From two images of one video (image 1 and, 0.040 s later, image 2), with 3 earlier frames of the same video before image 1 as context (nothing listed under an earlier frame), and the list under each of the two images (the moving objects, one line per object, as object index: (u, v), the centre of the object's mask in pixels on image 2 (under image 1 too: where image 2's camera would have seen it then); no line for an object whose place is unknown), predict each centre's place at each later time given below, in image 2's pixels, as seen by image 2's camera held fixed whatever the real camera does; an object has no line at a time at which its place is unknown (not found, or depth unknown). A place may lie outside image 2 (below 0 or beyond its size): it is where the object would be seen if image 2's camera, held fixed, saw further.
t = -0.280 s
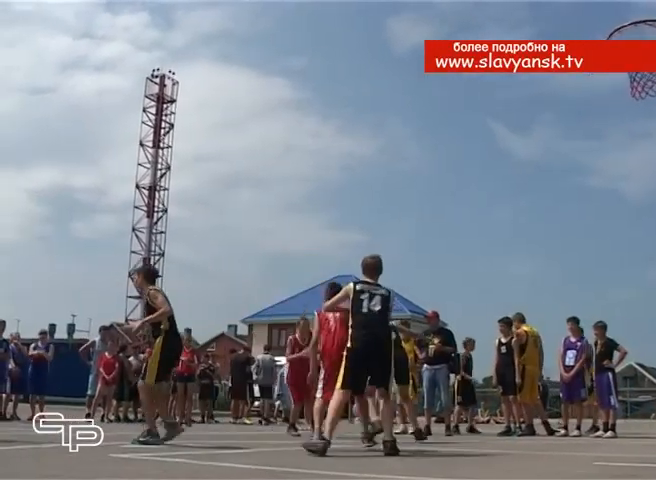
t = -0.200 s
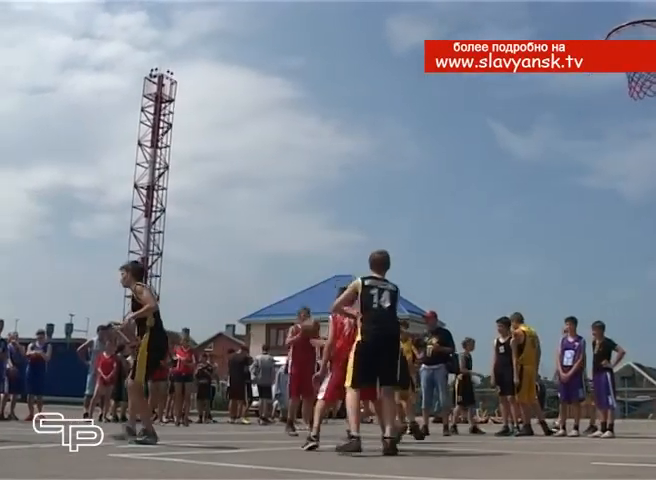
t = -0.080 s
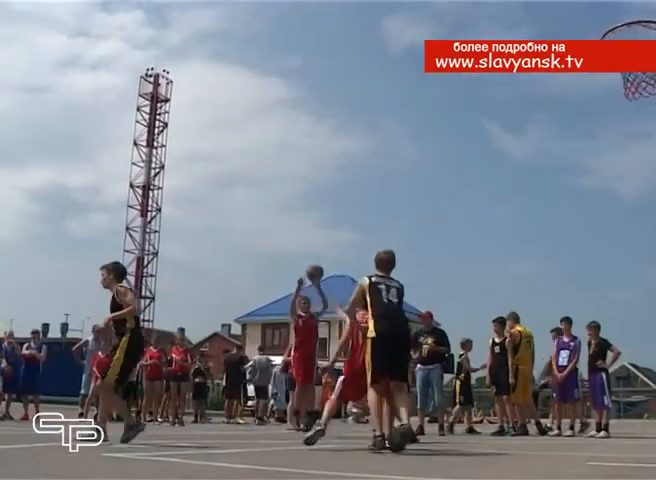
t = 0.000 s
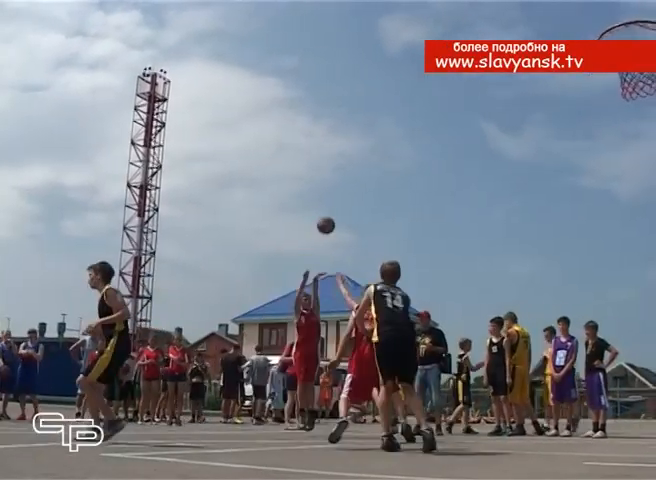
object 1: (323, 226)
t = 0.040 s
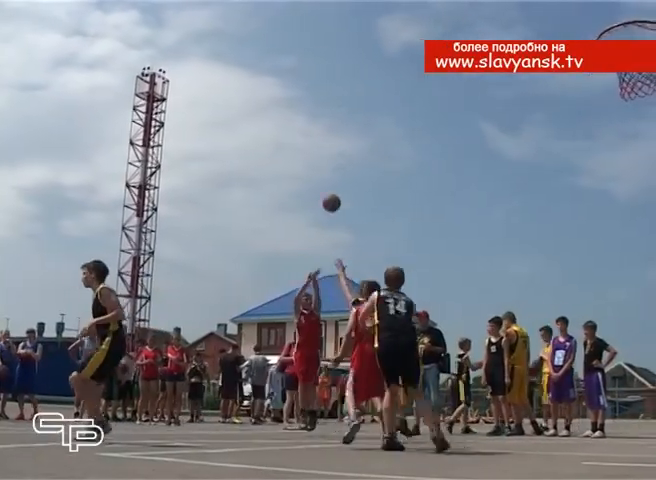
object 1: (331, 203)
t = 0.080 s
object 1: (343, 182)
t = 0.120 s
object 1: (352, 162)
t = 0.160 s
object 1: (359, 144)
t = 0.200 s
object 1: (373, 124)
